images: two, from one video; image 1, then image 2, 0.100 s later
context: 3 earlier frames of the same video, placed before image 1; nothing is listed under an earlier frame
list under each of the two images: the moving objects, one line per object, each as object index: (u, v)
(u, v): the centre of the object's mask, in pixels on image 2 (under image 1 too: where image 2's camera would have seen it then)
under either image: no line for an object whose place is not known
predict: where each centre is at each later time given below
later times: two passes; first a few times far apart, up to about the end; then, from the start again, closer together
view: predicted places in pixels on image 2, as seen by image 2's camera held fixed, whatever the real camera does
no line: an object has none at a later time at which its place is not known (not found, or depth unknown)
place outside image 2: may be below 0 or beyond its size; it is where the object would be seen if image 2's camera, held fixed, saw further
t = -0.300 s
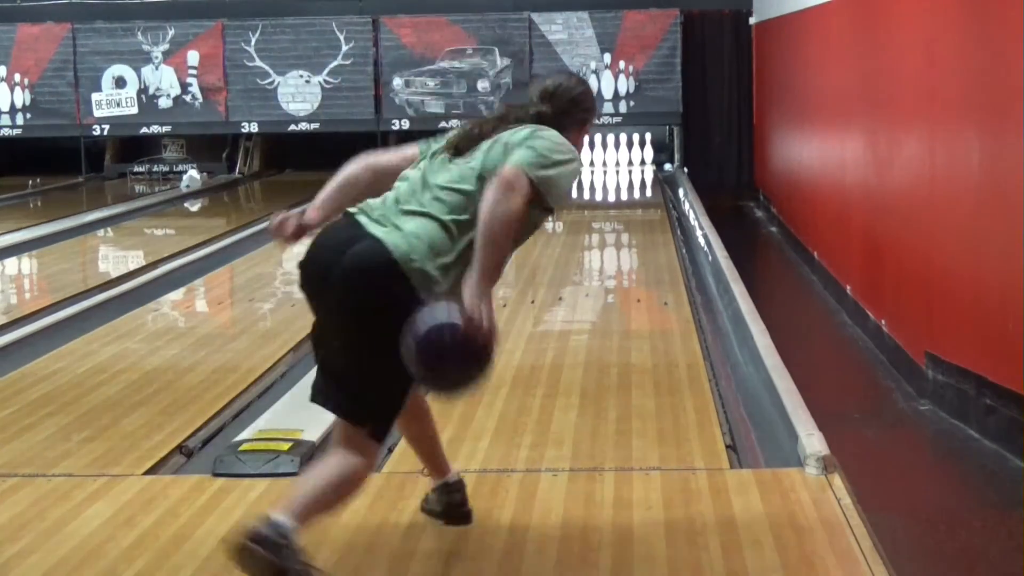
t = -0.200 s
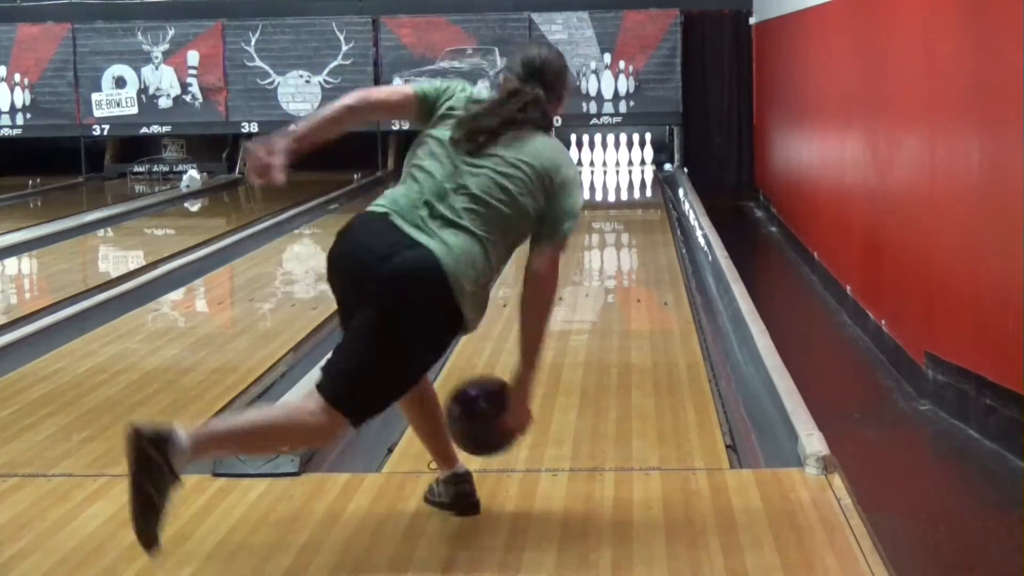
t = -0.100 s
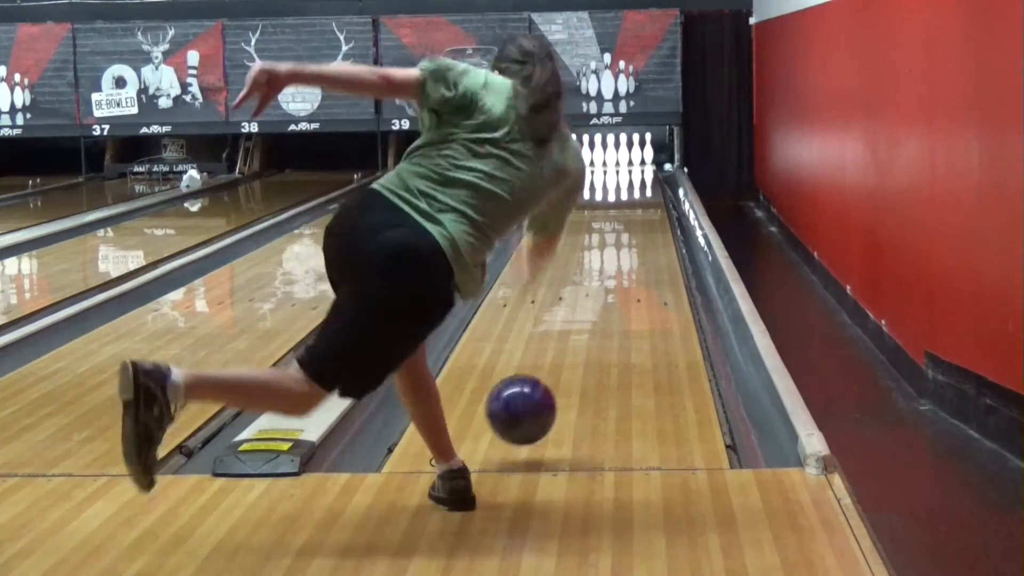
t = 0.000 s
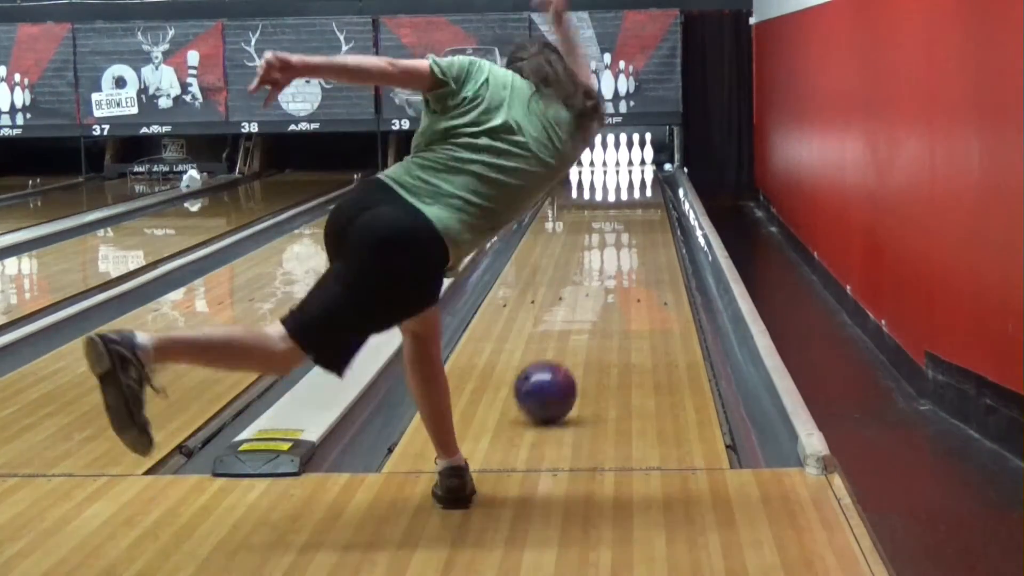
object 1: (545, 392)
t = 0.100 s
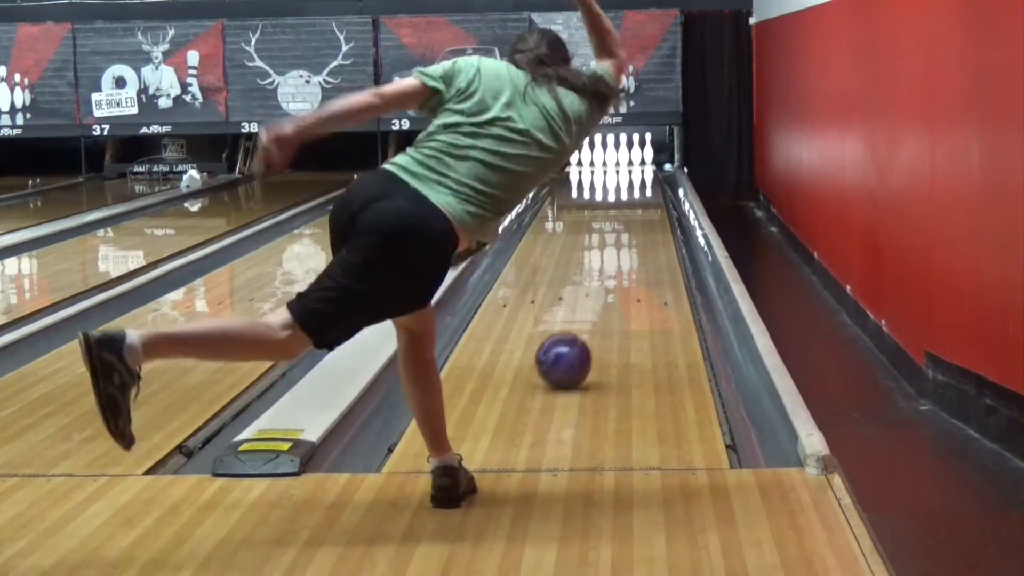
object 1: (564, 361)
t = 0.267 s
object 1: (587, 319)
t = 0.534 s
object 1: (612, 273)
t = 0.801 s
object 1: (629, 241)
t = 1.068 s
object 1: (640, 218)
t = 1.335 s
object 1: (647, 199)
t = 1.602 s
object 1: (650, 186)
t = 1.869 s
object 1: (647, 175)
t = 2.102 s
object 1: (637, 168)
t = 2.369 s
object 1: (619, 161)
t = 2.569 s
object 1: (609, 158)
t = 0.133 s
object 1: (569, 352)
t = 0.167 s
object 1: (574, 343)
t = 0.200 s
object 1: (579, 334)
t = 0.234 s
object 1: (583, 326)
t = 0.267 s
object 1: (587, 319)
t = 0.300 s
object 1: (591, 312)
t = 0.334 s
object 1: (595, 305)
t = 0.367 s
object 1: (598, 299)
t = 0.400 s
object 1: (601, 293)
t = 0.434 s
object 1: (604, 288)
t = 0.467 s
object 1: (607, 282)
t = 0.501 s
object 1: (610, 278)
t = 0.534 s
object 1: (612, 273)
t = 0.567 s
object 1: (615, 268)
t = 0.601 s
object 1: (617, 264)
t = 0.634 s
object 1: (620, 260)
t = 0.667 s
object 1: (622, 256)
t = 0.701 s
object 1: (624, 252)
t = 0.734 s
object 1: (626, 248)
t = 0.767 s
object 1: (627, 244)
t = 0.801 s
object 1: (629, 241)
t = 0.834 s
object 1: (631, 238)
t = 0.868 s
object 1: (632, 234)
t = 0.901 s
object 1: (634, 231)
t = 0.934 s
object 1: (635, 228)
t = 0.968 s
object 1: (637, 225)
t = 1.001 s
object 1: (638, 223)
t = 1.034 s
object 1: (639, 220)
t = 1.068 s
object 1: (640, 218)
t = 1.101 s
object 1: (642, 216)
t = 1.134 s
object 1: (643, 213)
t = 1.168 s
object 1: (643, 211)
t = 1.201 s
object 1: (644, 208)
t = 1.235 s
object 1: (645, 206)
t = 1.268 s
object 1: (646, 204)
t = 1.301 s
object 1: (646, 201)
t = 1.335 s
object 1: (647, 199)
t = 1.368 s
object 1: (647, 198)
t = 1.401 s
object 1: (648, 196)
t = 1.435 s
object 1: (649, 194)
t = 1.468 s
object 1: (649, 192)
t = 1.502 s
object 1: (649, 191)
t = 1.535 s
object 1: (649, 189)
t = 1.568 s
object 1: (649, 187)
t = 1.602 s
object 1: (650, 186)
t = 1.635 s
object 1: (650, 184)
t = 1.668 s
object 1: (650, 183)
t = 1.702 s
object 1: (649, 182)
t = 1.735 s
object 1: (649, 180)
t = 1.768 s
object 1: (649, 179)
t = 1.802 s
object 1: (649, 178)
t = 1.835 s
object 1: (648, 177)
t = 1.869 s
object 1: (647, 175)
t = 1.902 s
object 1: (646, 174)
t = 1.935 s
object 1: (645, 172)
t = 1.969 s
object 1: (643, 171)
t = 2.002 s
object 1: (642, 170)
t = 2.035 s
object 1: (640, 170)
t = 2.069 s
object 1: (639, 169)
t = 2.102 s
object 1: (637, 168)
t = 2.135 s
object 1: (635, 167)
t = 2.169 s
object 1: (634, 166)
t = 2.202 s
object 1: (631, 165)
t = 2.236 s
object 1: (628, 164)
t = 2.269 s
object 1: (626, 164)
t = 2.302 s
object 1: (624, 163)
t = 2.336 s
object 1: (622, 162)
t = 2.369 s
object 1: (619, 161)
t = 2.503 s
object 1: (613, 159)
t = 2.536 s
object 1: (611, 158)
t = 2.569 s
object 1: (609, 158)
